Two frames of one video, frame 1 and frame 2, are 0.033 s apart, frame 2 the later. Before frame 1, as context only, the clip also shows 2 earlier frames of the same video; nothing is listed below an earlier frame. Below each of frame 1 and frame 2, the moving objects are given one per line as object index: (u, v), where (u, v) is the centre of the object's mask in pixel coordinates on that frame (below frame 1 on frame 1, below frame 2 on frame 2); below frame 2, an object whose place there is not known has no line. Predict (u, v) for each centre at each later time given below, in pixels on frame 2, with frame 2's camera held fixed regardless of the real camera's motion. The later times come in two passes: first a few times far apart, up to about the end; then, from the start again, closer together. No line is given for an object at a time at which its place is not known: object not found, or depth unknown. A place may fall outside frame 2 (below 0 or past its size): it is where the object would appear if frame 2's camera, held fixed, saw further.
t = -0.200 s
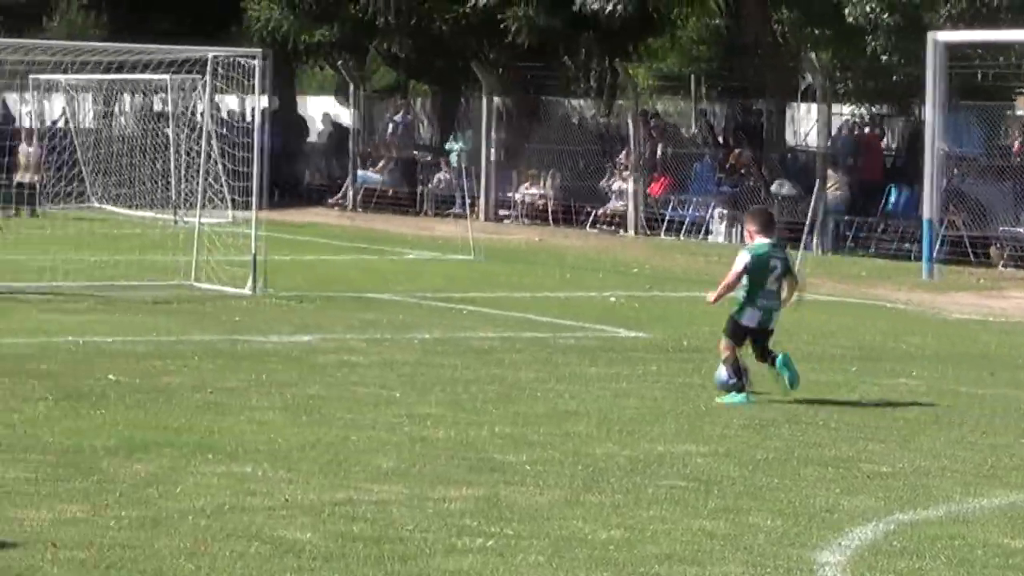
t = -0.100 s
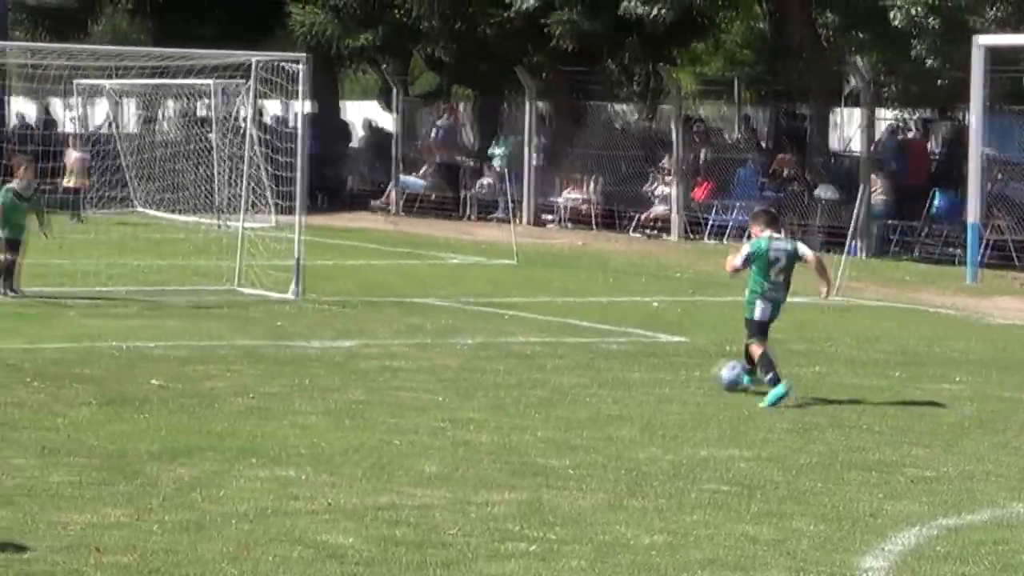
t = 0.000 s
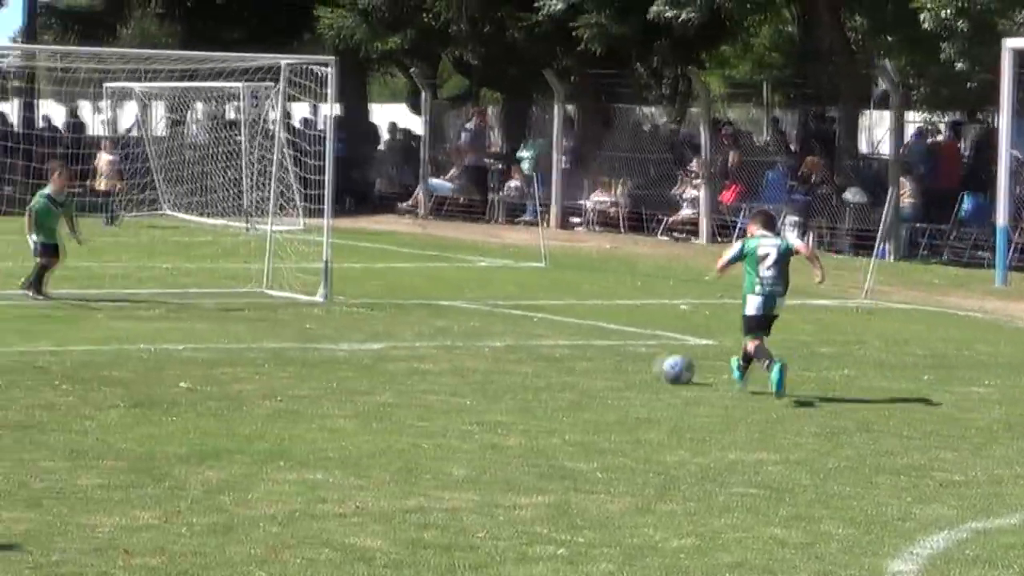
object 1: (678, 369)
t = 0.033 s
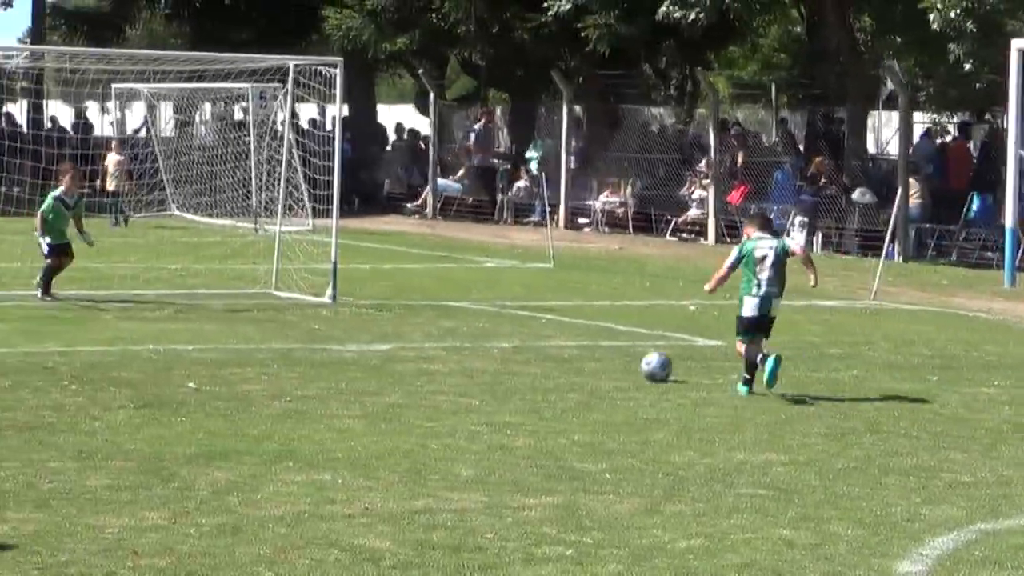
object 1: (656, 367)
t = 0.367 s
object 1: (461, 339)
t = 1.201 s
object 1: (200, 306)
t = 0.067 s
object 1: (629, 361)
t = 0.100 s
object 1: (611, 358)
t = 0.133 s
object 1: (589, 355)
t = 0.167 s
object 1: (568, 354)
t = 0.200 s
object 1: (550, 353)
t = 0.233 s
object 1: (529, 349)
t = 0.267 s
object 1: (510, 345)
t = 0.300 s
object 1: (496, 344)
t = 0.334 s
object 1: (478, 343)
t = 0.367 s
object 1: (461, 339)
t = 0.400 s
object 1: (452, 337)
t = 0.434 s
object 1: (435, 335)
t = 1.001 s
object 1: (254, 312)
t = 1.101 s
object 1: (226, 307)
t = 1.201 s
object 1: (200, 306)
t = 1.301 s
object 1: (173, 305)
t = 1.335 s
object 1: (165, 303)
